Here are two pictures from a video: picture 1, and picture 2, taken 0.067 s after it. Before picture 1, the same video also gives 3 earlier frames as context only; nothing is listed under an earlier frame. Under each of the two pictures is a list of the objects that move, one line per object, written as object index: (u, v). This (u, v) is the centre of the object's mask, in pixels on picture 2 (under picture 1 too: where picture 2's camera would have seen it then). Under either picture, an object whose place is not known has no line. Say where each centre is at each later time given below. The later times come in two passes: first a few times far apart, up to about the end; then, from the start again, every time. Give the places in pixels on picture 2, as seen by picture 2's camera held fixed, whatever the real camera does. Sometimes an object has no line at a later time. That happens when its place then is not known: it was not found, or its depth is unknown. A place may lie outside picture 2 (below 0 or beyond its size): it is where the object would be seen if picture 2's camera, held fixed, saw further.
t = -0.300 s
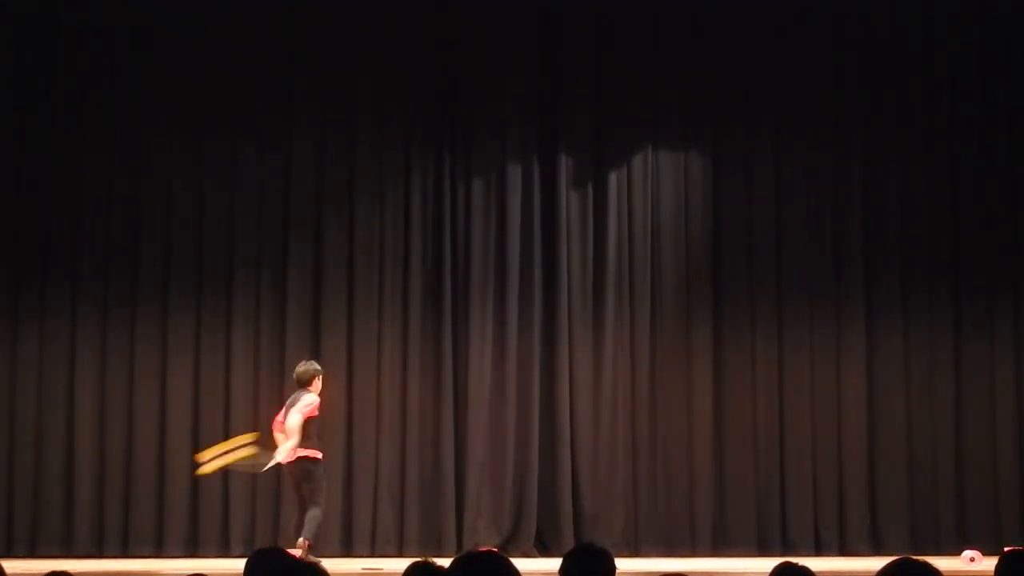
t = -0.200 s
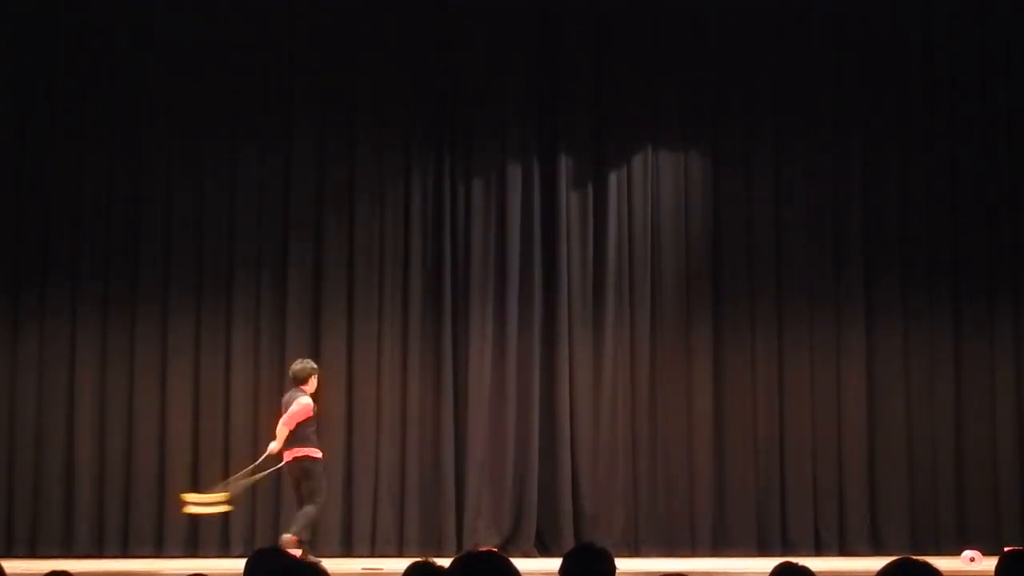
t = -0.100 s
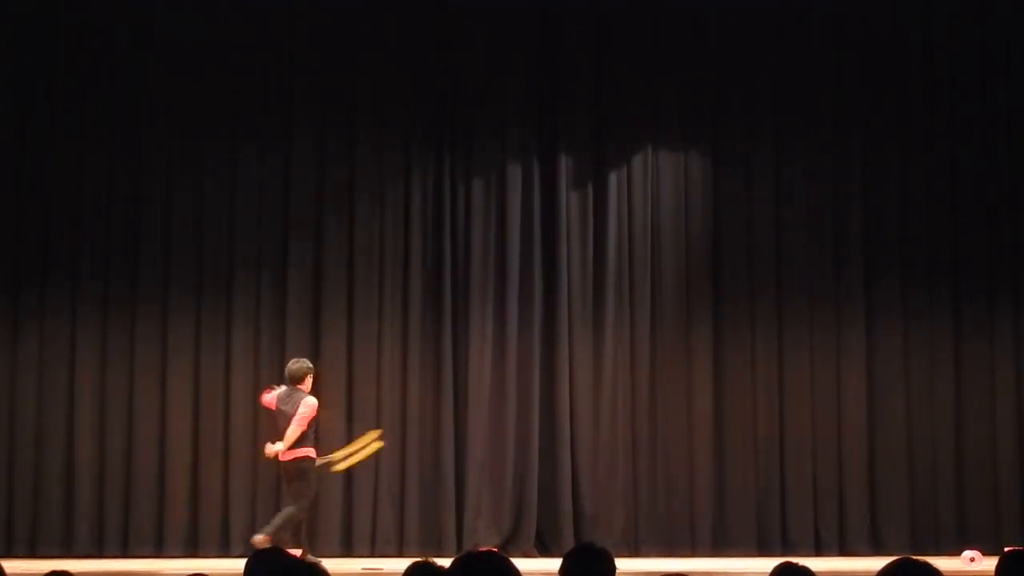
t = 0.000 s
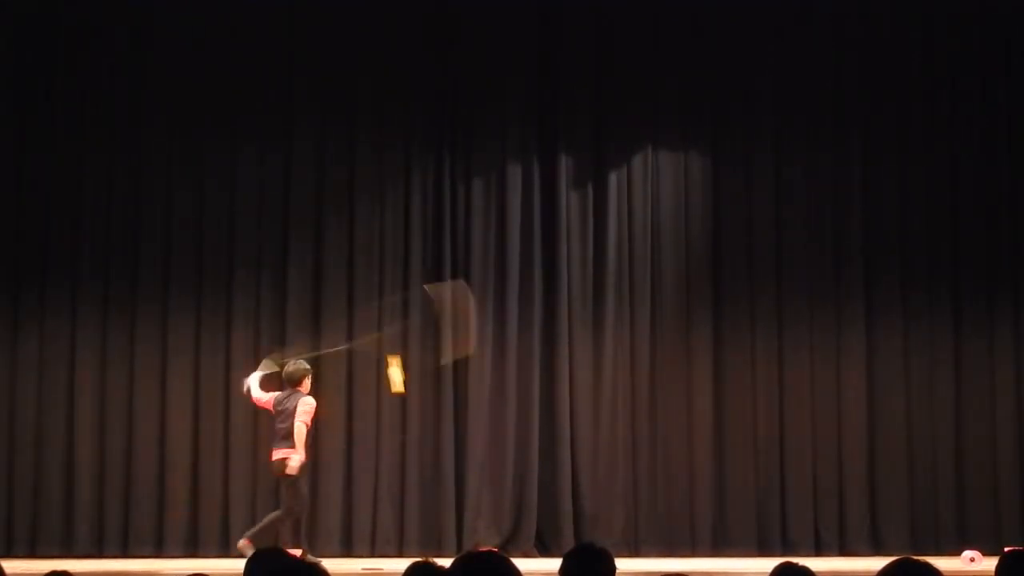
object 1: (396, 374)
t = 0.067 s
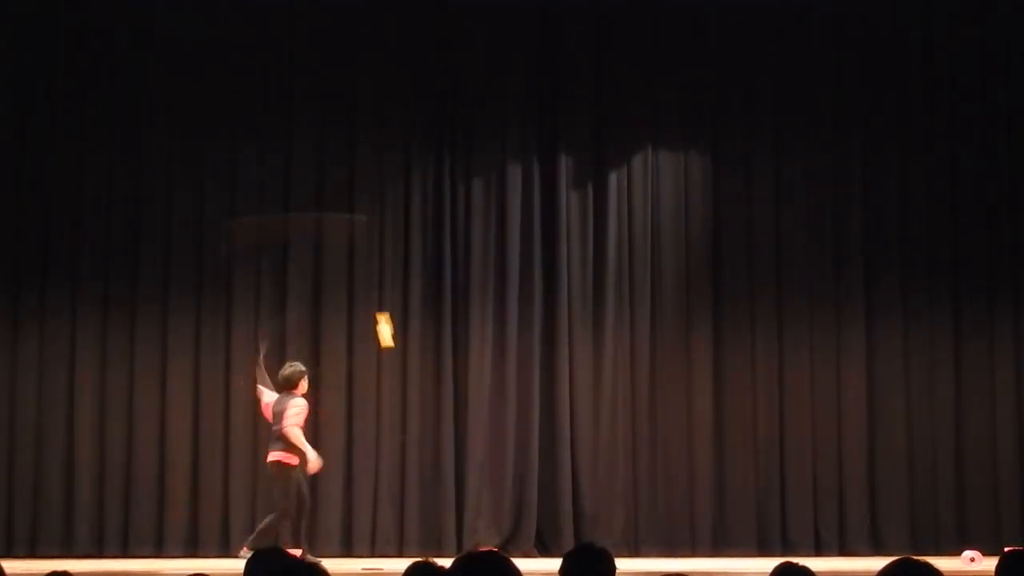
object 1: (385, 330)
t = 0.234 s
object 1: (357, 241)
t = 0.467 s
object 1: (317, 166)
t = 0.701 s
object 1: (274, 148)
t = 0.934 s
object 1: (227, 190)
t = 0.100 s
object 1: (379, 310)
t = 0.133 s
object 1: (374, 291)
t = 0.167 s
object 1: (368, 273)
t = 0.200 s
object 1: (363, 256)
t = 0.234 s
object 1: (357, 241)
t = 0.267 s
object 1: (351, 227)
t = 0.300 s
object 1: (346, 214)
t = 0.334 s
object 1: (340, 202)
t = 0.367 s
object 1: (334, 191)
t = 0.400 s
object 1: (328, 182)
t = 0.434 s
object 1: (323, 173)
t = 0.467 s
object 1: (317, 166)
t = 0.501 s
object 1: (311, 160)
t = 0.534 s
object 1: (305, 155)
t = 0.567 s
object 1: (299, 151)
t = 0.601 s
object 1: (293, 149)
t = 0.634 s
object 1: (286, 147)
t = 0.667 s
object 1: (280, 147)
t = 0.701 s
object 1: (274, 148)
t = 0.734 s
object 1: (268, 150)
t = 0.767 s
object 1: (261, 154)
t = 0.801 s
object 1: (254, 158)
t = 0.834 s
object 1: (248, 164)
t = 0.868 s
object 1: (241, 171)
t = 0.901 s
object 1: (234, 180)
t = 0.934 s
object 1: (227, 190)
